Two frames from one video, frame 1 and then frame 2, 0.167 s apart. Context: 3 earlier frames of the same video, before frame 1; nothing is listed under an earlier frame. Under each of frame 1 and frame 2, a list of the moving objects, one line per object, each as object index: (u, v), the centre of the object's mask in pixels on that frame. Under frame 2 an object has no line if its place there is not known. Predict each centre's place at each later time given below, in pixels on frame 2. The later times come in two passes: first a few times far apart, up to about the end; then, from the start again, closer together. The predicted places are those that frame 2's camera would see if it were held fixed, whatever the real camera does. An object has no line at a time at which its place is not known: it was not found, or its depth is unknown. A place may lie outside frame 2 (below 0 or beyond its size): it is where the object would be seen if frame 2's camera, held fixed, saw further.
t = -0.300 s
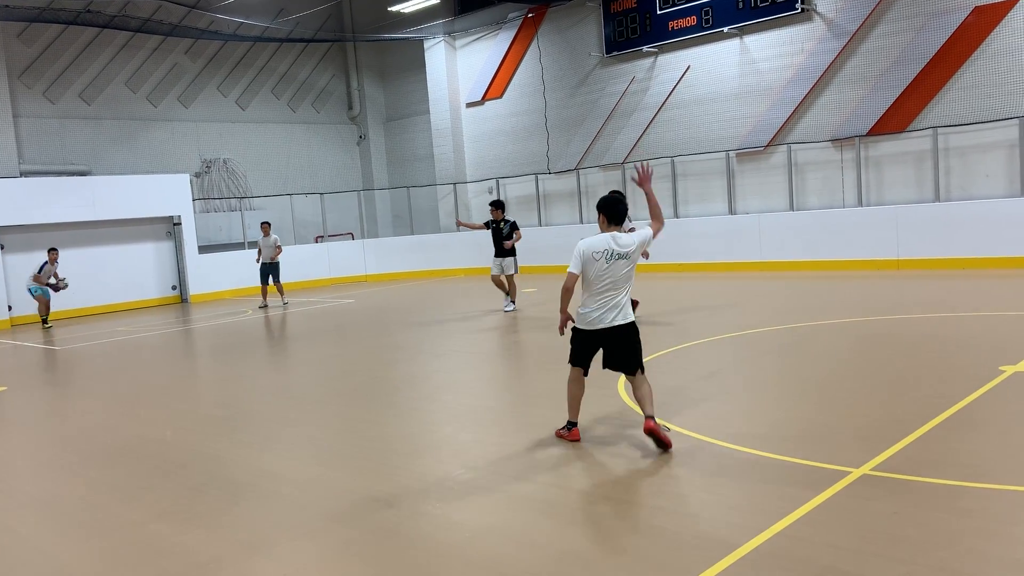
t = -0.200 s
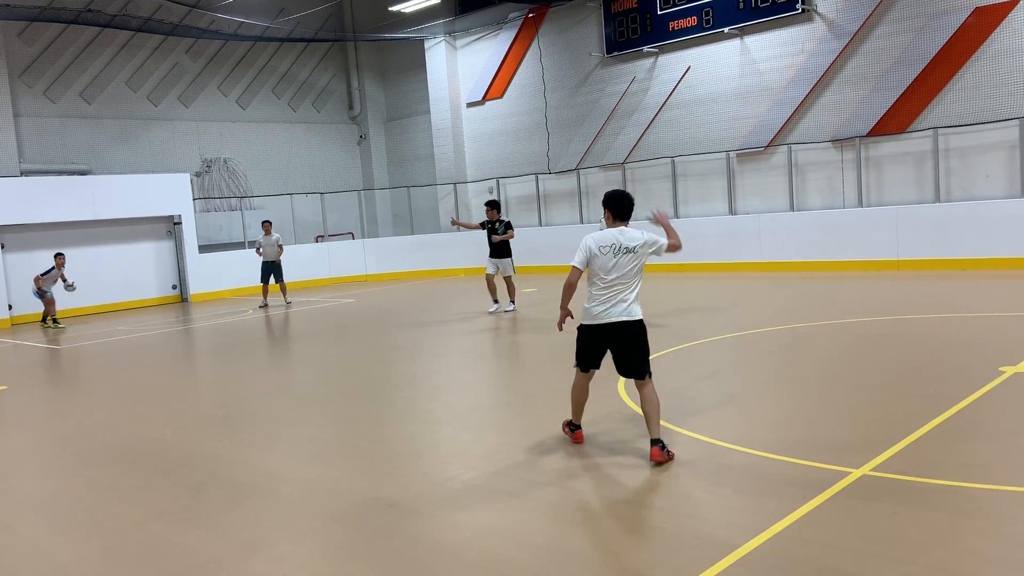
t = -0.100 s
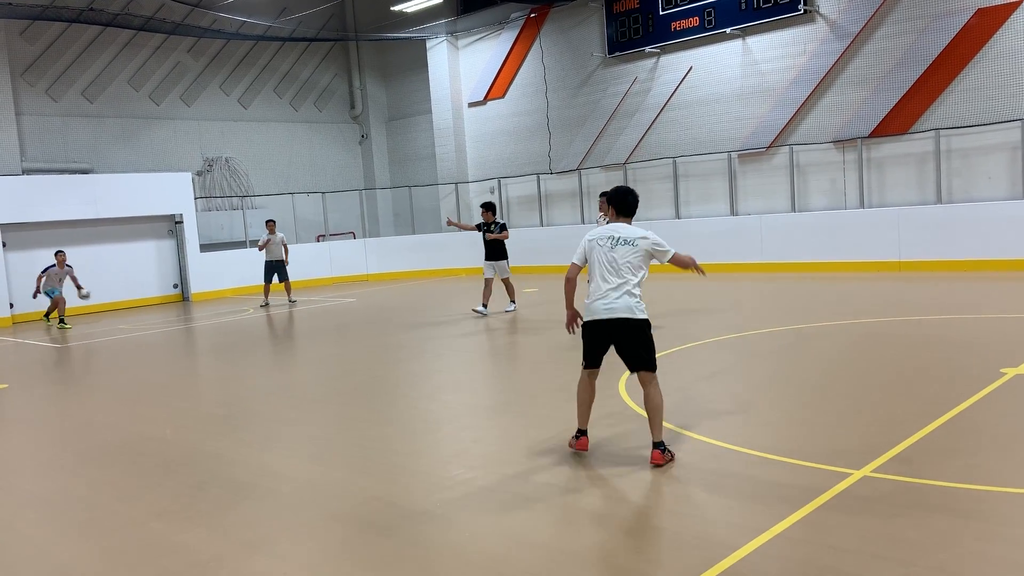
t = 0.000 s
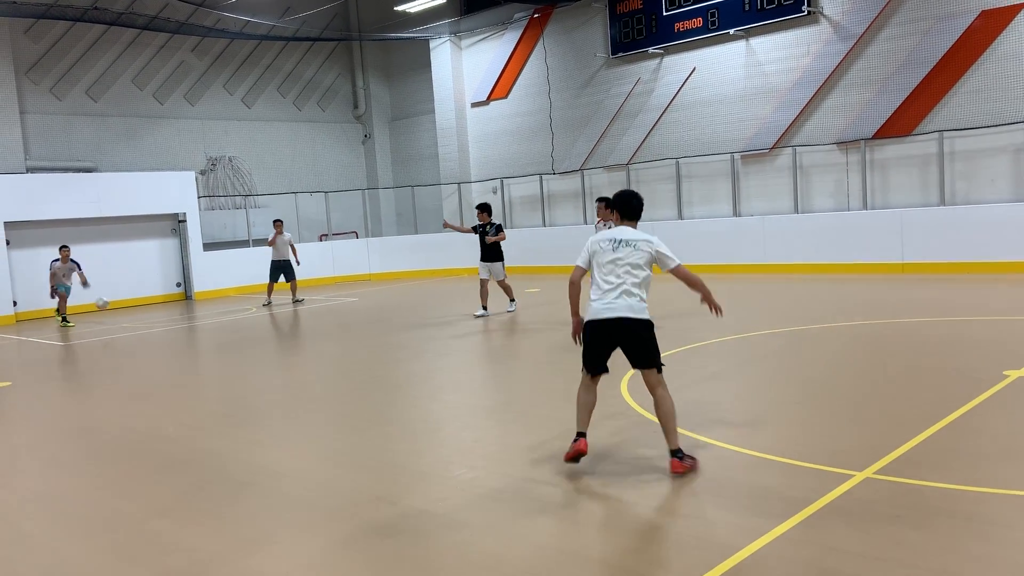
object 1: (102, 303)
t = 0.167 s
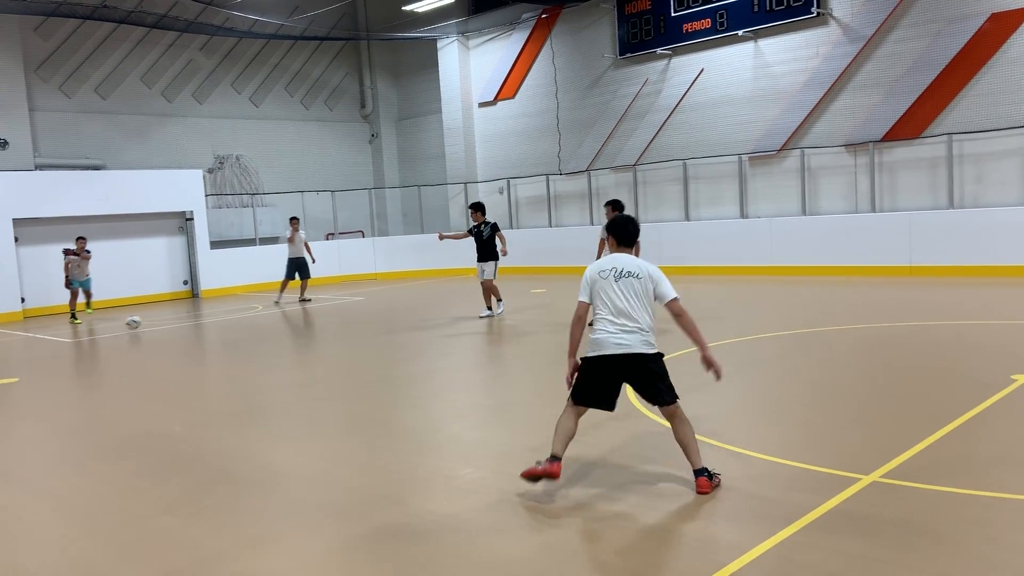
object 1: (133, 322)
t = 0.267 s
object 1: (147, 316)
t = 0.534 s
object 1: (191, 335)
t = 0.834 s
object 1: (251, 346)
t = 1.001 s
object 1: (298, 372)
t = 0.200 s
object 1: (138, 320)
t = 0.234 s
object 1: (141, 318)
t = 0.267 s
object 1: (147, 316)
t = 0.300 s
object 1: (151, 315)
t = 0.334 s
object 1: (156, 315)
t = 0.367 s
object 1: (161, 316)
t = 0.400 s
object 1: (167, 318)
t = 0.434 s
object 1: (171, 320)
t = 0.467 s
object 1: (178, 325)
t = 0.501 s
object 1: (184, 329)
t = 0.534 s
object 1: (191, 335)
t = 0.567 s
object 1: (197, 342)
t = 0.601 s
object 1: (205, 345)
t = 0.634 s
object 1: (210, 343)
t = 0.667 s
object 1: (216, 341)
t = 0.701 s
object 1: (222, 340)
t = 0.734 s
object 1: (229, 340)
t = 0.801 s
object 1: (243, 343)
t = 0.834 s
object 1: (251, 346)
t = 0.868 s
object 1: (260, 350)
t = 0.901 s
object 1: (269, 357)
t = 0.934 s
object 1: (278, 364)
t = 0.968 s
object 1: (288, 374)
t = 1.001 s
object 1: (298, 372)
